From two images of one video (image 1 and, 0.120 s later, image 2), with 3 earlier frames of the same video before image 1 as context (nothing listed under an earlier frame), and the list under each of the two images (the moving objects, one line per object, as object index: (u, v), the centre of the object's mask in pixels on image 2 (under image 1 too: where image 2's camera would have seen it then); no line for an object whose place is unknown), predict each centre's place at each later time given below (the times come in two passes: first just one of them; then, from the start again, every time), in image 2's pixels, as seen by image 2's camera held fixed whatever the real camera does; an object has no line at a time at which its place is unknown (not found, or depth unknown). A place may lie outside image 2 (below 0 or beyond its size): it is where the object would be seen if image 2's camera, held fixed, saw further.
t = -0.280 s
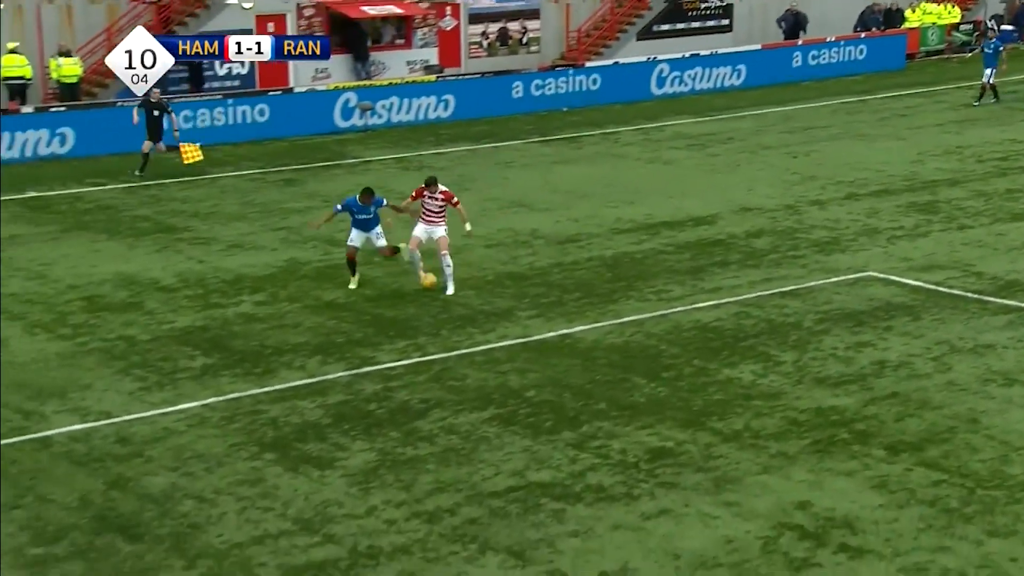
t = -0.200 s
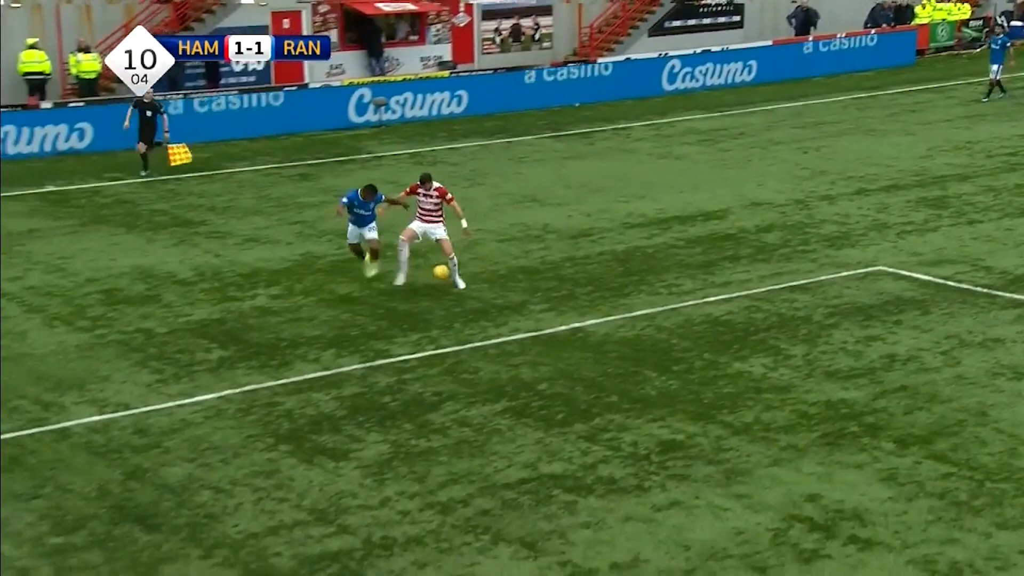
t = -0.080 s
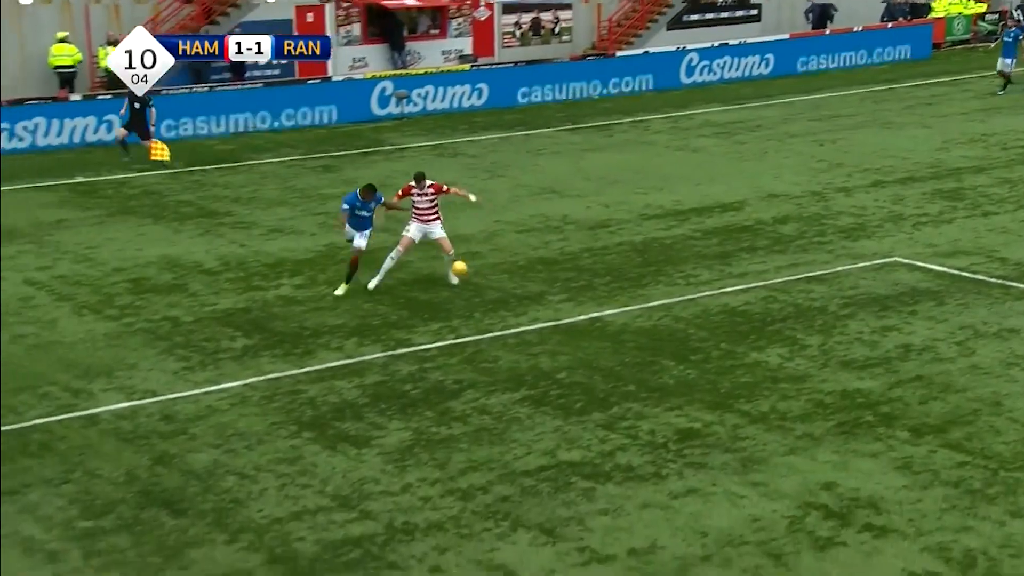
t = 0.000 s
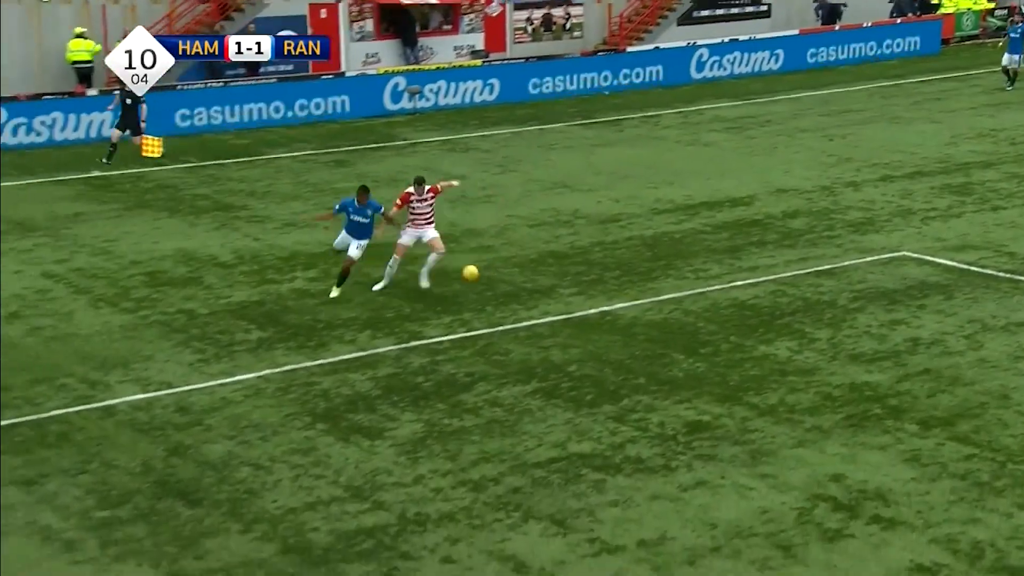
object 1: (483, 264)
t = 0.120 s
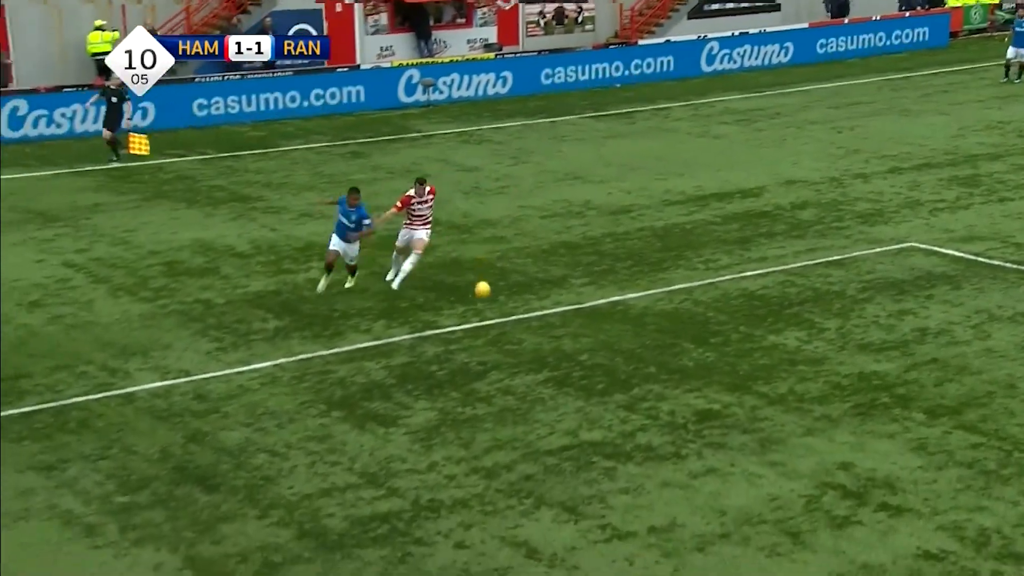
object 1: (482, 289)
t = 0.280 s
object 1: (481, 334)
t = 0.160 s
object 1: (483, 301)
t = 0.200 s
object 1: (482, 314)
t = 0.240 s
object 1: (482, 330)
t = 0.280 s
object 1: (481, 334)
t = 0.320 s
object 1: (478, 334)
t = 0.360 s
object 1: (476, 335)
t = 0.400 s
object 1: (474, 337)
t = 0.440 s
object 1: (471, 341)
